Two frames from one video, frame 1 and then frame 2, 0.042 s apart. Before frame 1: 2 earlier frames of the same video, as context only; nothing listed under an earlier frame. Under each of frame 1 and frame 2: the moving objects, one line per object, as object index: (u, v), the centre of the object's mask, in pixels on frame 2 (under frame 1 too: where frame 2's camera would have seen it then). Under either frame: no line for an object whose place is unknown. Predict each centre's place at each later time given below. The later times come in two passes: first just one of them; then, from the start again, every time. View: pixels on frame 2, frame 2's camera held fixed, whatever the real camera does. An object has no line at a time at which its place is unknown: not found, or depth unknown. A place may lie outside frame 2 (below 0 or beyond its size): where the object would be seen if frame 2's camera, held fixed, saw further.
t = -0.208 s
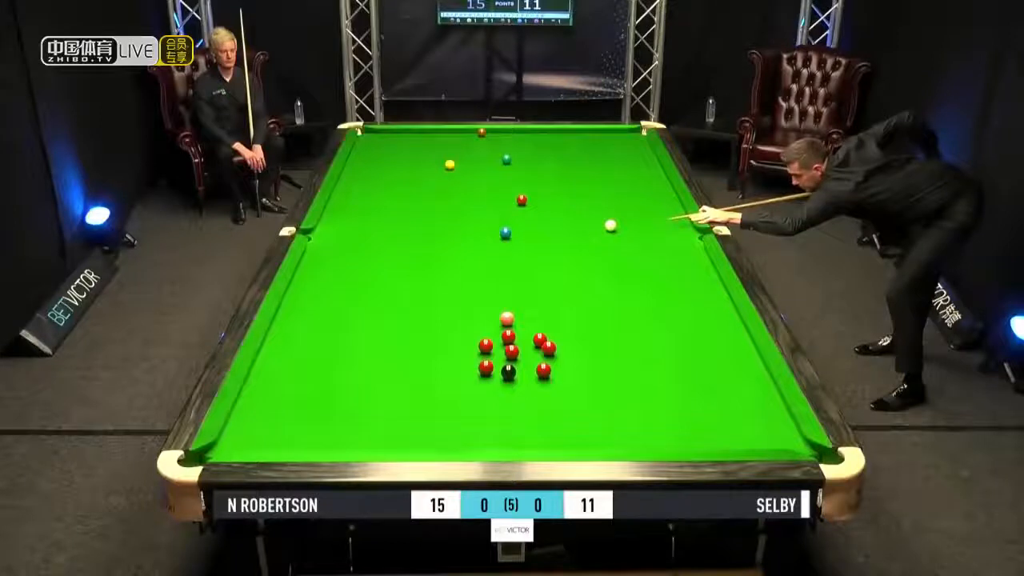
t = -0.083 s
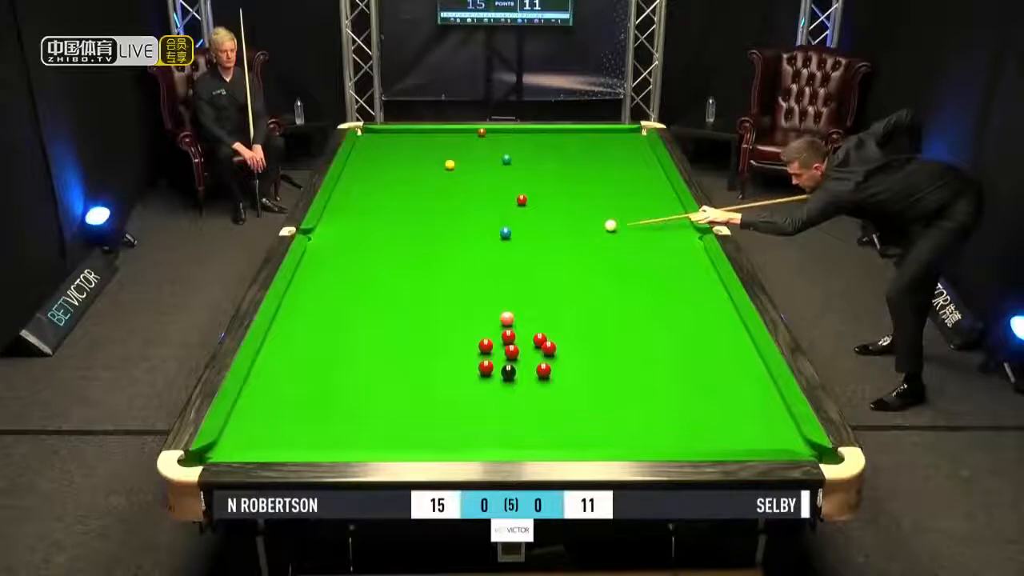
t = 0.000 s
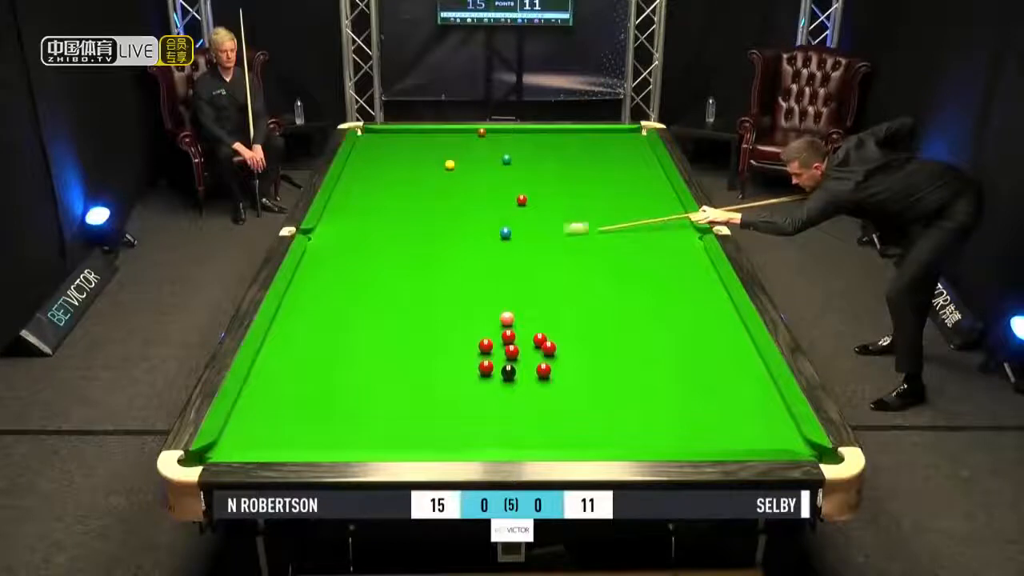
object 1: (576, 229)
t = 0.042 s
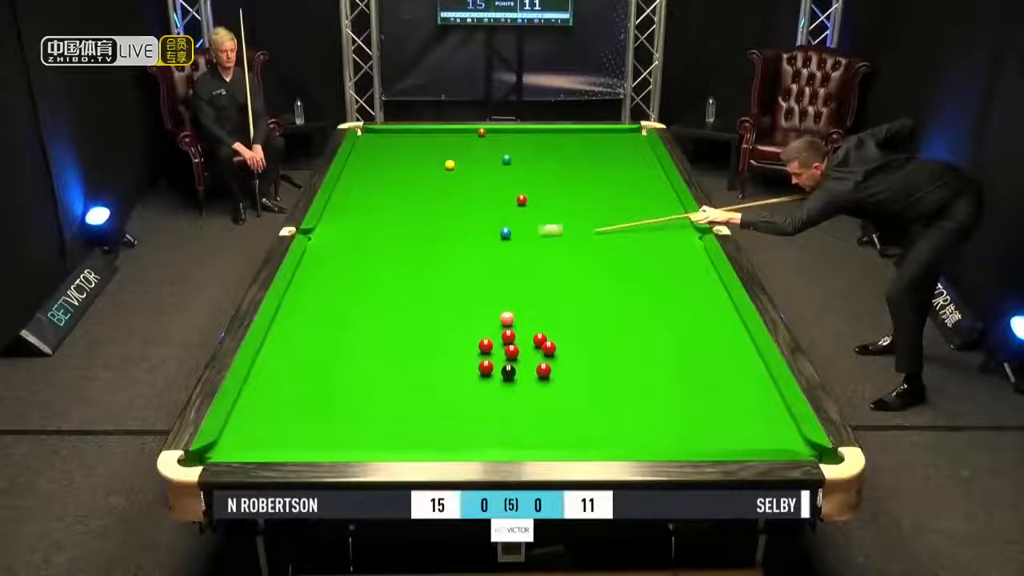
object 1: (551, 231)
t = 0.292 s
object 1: (518, 241)
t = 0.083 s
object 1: (529, 233)
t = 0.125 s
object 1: (517, 236)
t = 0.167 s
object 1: (517, 237)
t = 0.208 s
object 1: (517, 238)
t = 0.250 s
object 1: (517, 239)
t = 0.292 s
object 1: (518, 241)
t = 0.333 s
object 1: (519, 242)
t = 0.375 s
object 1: (520, 243)
